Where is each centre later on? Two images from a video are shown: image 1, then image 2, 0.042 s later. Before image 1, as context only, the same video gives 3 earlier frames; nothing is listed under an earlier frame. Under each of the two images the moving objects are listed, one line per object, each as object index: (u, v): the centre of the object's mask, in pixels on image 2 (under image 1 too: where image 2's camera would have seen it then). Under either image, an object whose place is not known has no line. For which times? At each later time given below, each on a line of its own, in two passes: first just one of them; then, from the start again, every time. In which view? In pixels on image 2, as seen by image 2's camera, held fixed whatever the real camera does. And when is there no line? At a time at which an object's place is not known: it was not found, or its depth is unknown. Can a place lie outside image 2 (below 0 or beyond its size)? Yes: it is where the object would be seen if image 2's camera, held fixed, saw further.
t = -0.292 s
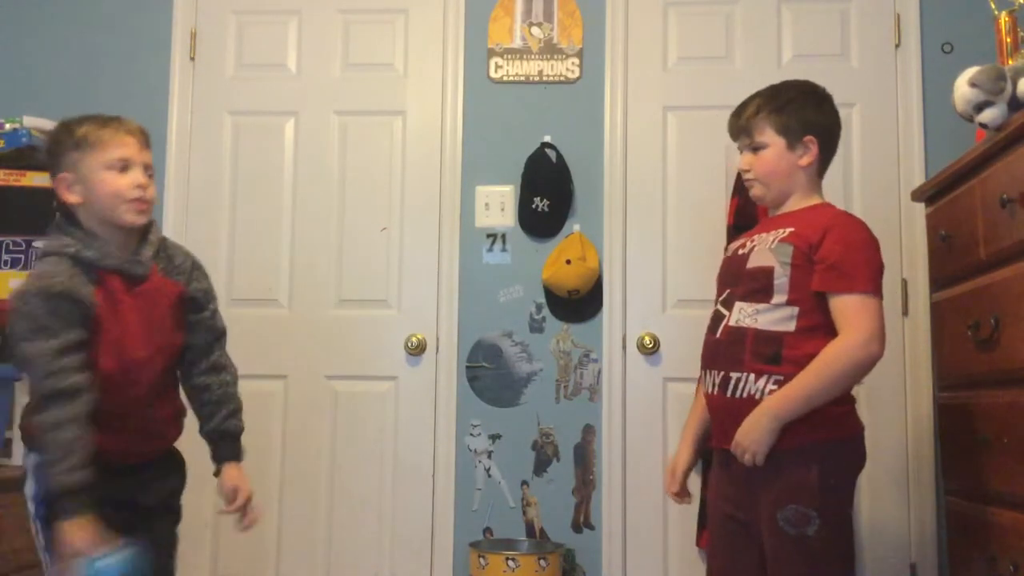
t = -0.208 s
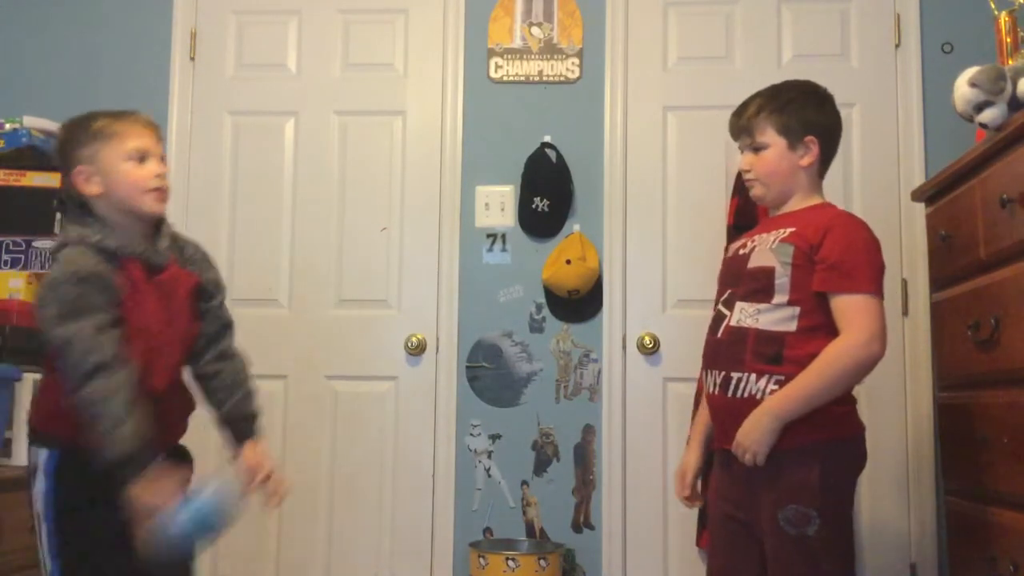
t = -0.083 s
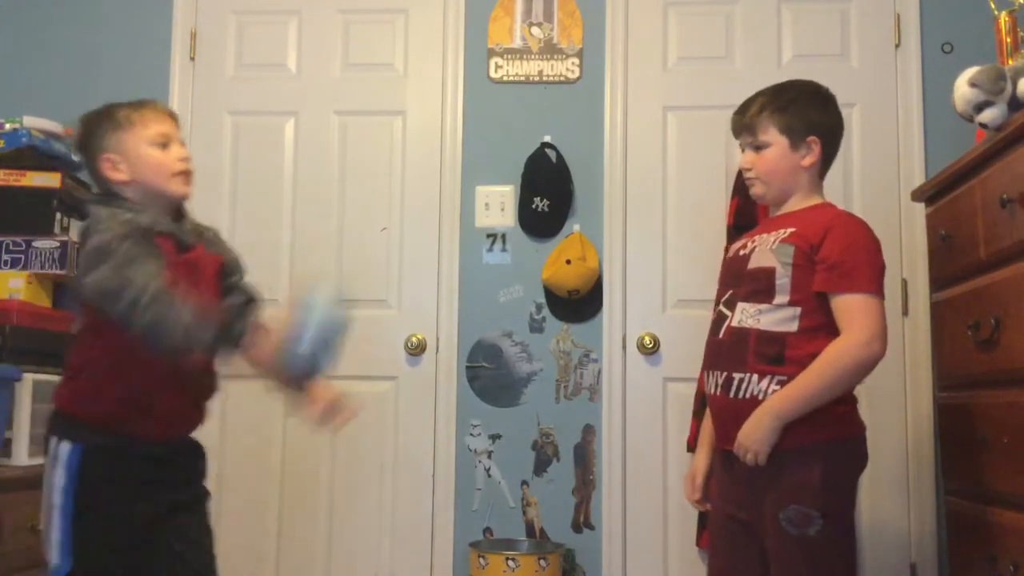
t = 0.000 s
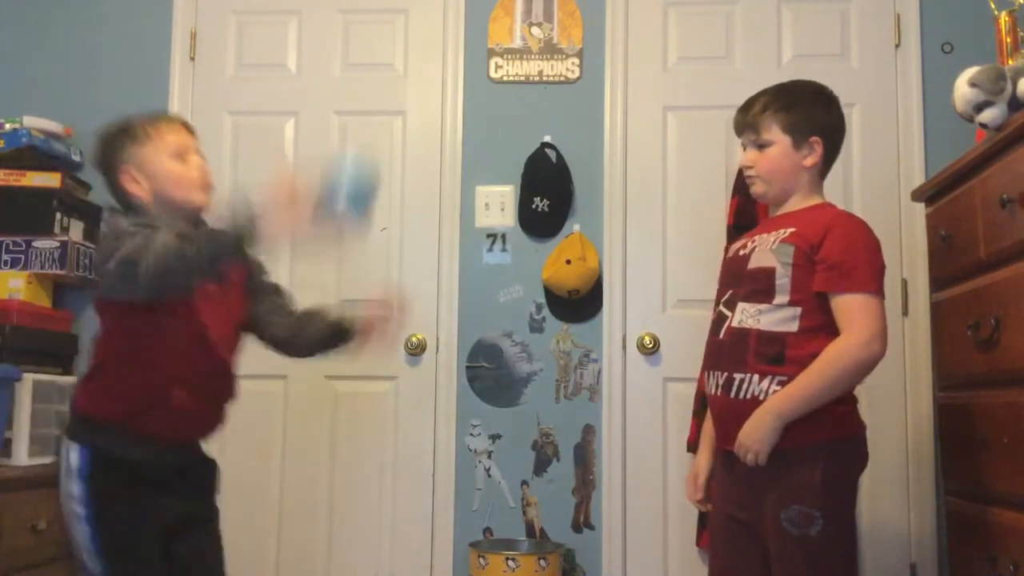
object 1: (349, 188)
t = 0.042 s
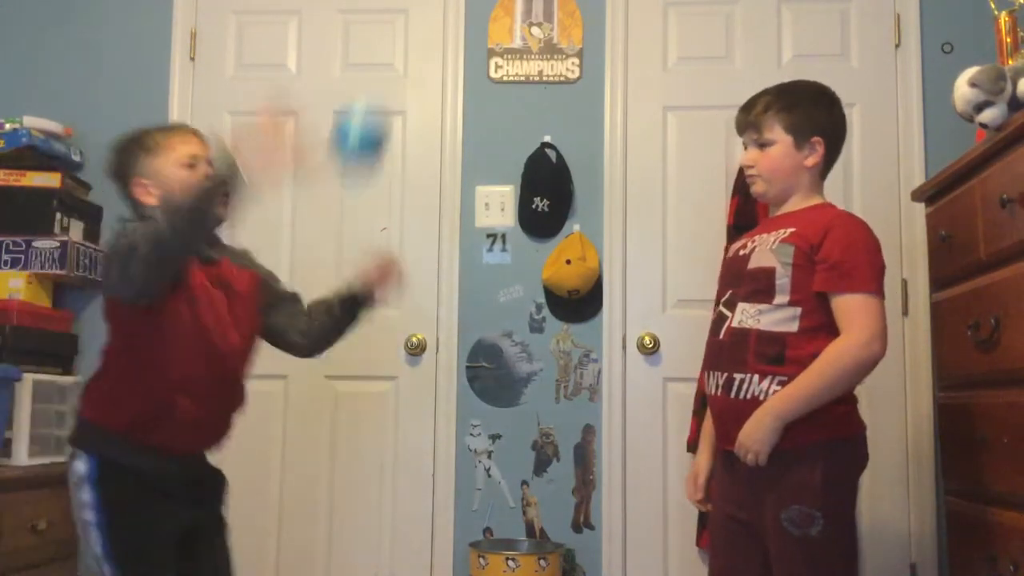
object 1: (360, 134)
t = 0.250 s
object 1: (407, 15)
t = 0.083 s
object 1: (370, 85)
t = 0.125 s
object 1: (380, 50)
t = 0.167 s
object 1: (389, 27)
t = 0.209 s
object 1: (398, 18)
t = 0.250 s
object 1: (407, 15)
